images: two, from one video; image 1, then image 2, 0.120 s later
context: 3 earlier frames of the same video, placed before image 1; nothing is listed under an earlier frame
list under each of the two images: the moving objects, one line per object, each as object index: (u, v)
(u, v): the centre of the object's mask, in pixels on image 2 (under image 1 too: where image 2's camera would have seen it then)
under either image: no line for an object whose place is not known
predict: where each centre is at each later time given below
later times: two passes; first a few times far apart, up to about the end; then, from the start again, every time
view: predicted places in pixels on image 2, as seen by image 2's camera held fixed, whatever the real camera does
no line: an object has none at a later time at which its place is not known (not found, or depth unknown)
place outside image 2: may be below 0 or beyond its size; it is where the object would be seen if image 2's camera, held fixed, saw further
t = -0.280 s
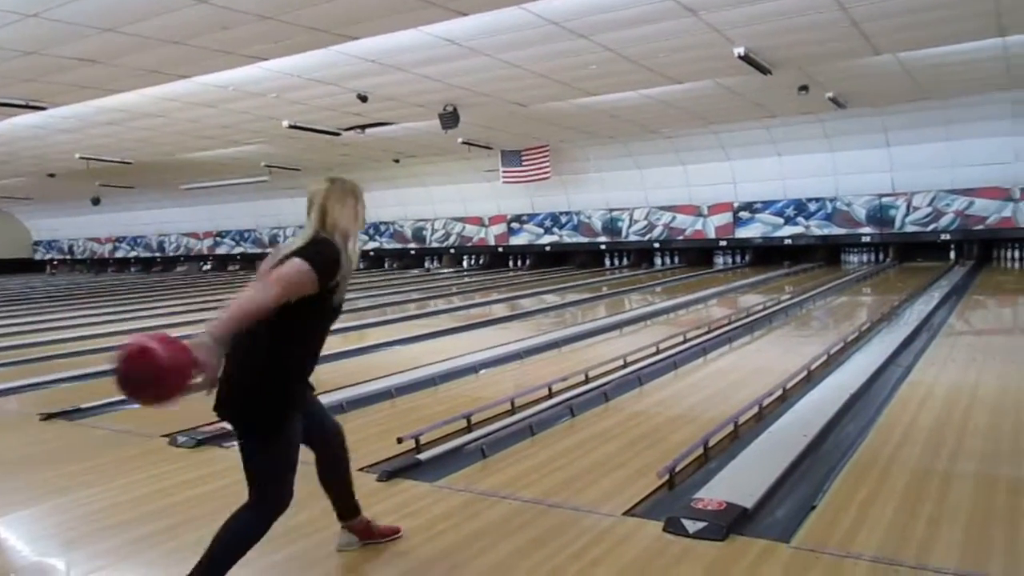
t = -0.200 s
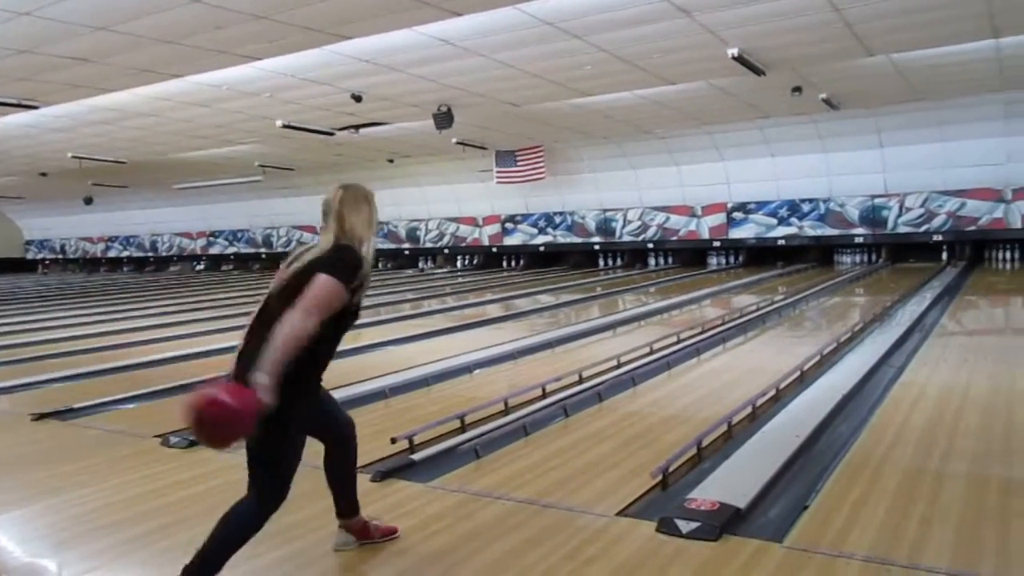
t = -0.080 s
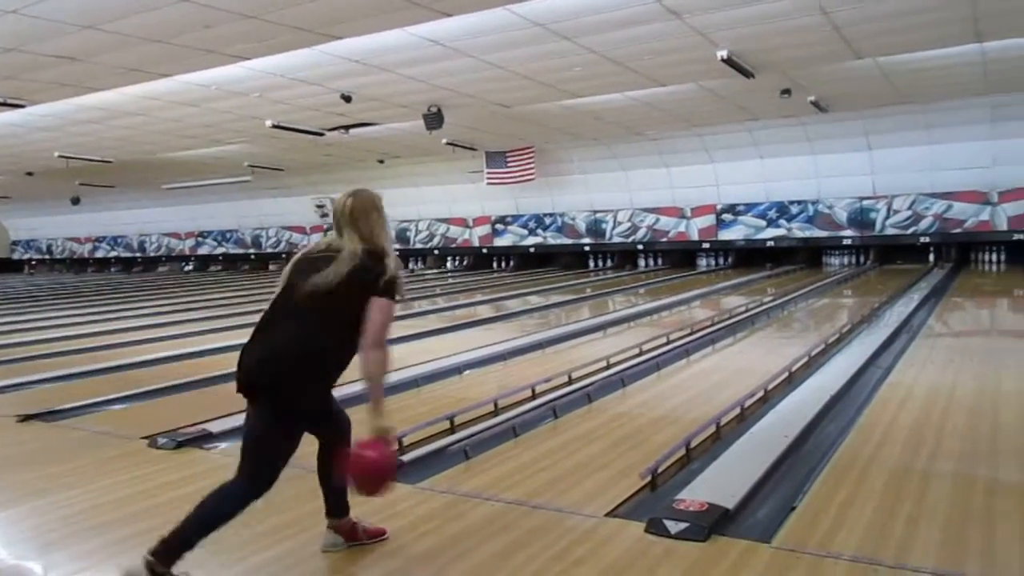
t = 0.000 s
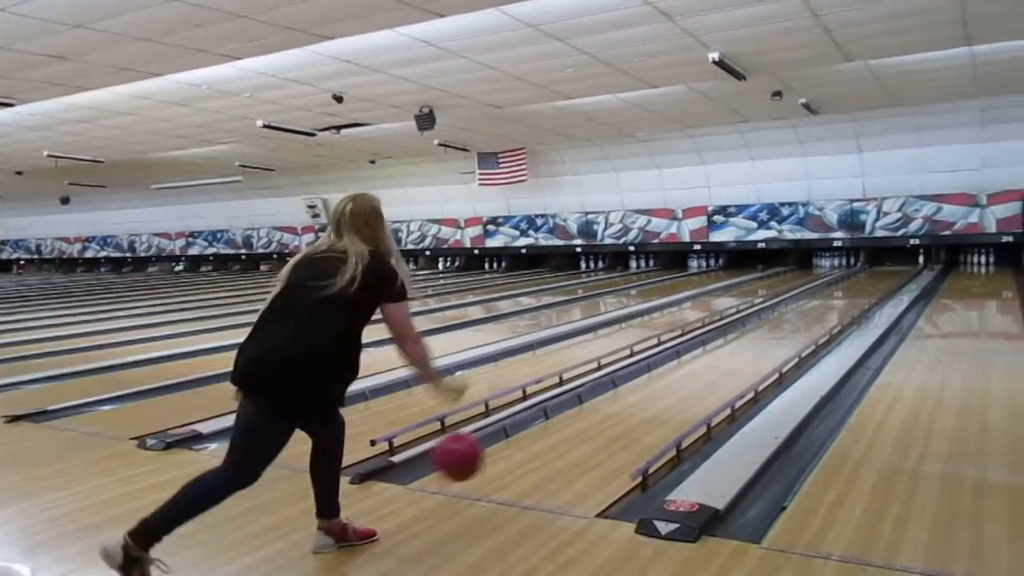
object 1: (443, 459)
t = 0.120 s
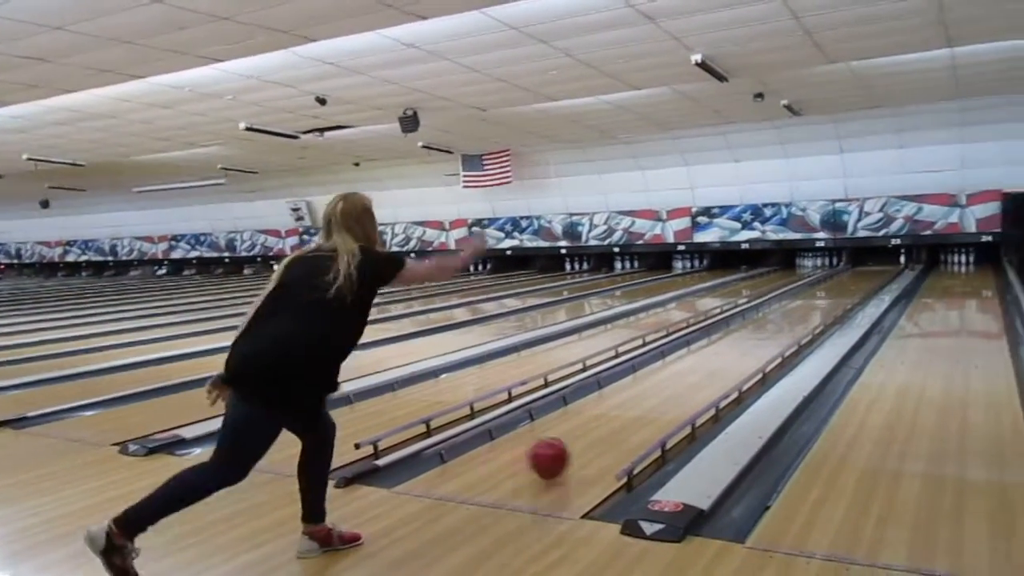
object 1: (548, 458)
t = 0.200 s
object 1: (598, 429)
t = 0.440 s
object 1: (700, 382)
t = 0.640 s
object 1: (754, 353)
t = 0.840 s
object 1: (792, 332)
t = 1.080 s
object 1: (818, 314)
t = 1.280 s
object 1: (830, 304)
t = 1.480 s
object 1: (839, 295)
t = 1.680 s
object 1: (846, 287)
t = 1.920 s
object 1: (854, 280)
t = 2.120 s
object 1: (855, 277)
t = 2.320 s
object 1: (863, 271)
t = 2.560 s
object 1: (865, 268)
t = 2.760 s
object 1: (869, 265)
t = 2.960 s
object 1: (871, 262)
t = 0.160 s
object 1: (575, 443)
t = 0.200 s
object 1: (598, 429)
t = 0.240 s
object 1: (619, 418)
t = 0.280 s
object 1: (638, 411)
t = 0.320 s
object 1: (656, 405)
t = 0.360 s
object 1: (672, 396)
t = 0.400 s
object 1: (686, 389)
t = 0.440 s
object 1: (700, 382)
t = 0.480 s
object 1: (713, 375)
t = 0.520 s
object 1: (724, 369)
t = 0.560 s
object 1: (735, 363)
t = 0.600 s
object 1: (745, 358)
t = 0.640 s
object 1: (754, 353)
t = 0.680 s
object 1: (762, 348)
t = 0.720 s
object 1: (770, 343)
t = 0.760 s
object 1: (778, 339)
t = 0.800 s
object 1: (785, 335)
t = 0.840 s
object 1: (792, 332)
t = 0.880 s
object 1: (798, 328)
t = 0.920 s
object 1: (803, 325)
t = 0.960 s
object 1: (809, 322)
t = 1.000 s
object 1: (813, 319)
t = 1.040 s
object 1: (816, 316)
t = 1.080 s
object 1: (818, 314)
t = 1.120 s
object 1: (821, 311)
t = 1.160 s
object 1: (824, 309)
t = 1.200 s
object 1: (826, 308)
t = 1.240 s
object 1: (828, 305)
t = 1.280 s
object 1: (830, 304)
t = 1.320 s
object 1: (832, 301)
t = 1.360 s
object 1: (833, 300)
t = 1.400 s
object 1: (835, 298)
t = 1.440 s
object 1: (837, 296)
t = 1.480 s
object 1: (839, 295)
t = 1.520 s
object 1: (840, 293)
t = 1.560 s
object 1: (841, 293)
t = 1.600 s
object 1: (844, 289)
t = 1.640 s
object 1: (845, 289)
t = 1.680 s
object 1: (846, 287)
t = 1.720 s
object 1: (848, 285)
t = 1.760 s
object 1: (849, 285)
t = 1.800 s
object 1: (849, 284)
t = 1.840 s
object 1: (852, 282)
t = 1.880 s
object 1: (853, 281)
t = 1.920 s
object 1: (854, 280)
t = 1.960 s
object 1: (855, 279)
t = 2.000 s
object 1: (855, 279)
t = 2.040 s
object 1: (855, 278)
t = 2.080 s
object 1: (855, 278)
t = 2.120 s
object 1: (855, 277)
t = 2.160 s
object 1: (855, 277)
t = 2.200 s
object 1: (858, 275)
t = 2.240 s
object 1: (860, 275)
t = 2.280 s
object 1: (862, 273)
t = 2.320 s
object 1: (863, 271)
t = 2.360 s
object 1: (864, 271)
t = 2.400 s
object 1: (864, 272)
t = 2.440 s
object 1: (864, 269)
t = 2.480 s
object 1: (864, 269)
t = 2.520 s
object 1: (864, 269)
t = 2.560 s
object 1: (865, 268)
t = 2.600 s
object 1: (866, 267)
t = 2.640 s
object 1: (867, 267)
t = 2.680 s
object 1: (869, 266)
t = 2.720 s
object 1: (869, 265)
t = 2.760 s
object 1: (869, 265)
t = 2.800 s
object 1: (869, 264)
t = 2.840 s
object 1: (870, 264)
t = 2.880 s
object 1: (870, 264)
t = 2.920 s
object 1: (871, 262)
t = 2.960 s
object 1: (871, 262)
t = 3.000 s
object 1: (871, 262)
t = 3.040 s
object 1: (873, 261)
